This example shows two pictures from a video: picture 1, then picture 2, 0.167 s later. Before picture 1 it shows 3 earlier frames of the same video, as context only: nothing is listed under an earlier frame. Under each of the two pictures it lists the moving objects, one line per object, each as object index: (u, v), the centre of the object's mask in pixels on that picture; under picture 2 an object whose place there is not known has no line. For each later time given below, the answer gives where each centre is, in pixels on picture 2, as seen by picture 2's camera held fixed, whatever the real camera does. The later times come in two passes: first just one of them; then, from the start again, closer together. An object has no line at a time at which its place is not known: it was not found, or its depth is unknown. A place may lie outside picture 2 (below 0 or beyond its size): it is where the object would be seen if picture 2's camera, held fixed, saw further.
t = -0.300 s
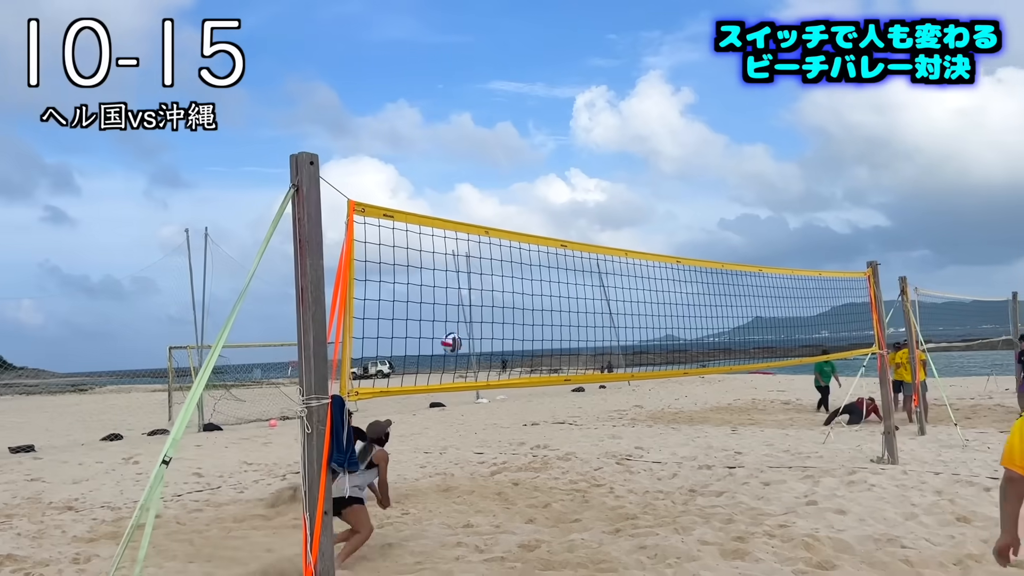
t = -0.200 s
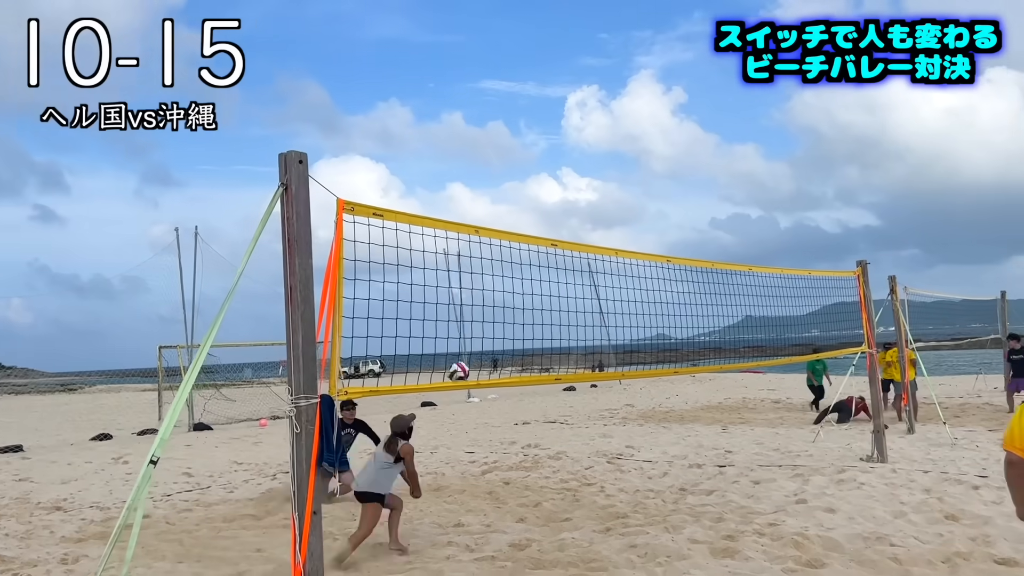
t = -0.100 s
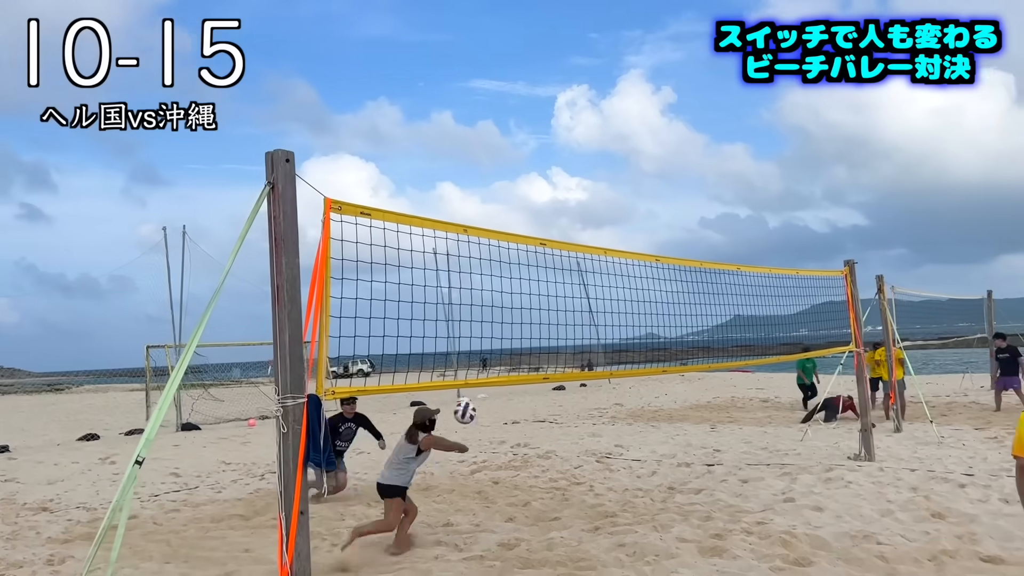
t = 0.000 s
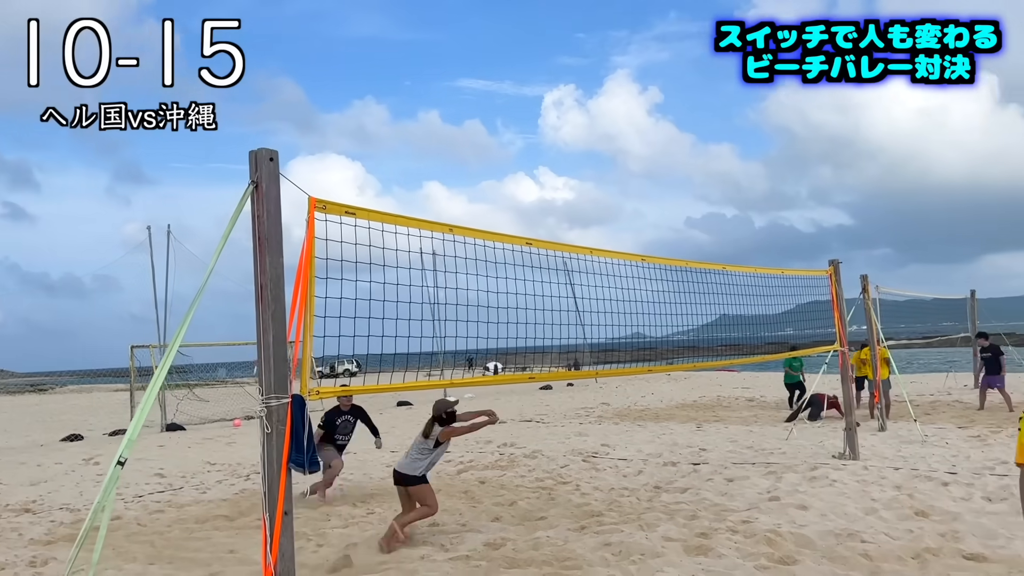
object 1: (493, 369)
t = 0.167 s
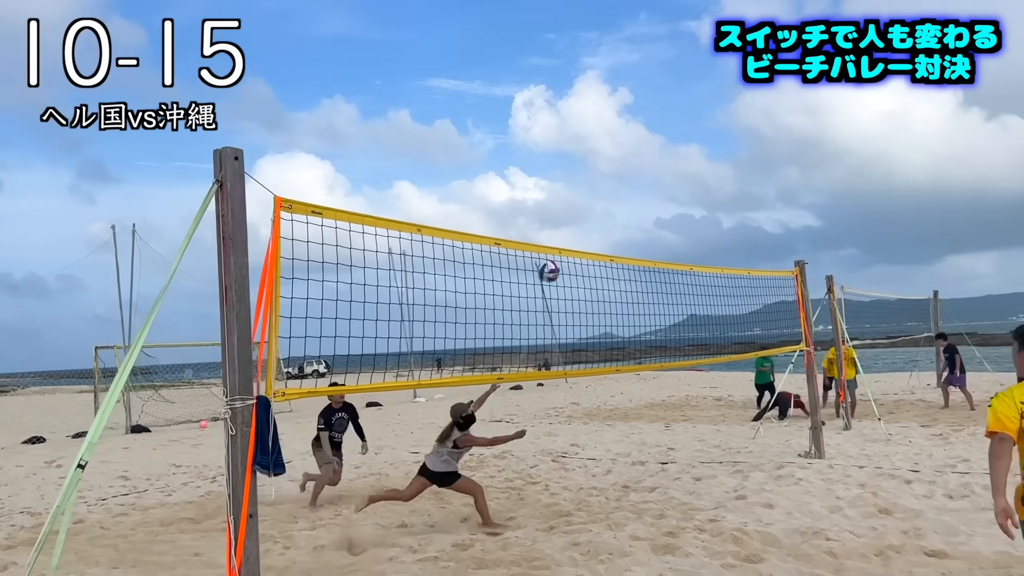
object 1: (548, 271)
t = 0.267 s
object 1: (598, 221)
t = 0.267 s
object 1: (598, 221)
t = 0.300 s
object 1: (616, 206)
